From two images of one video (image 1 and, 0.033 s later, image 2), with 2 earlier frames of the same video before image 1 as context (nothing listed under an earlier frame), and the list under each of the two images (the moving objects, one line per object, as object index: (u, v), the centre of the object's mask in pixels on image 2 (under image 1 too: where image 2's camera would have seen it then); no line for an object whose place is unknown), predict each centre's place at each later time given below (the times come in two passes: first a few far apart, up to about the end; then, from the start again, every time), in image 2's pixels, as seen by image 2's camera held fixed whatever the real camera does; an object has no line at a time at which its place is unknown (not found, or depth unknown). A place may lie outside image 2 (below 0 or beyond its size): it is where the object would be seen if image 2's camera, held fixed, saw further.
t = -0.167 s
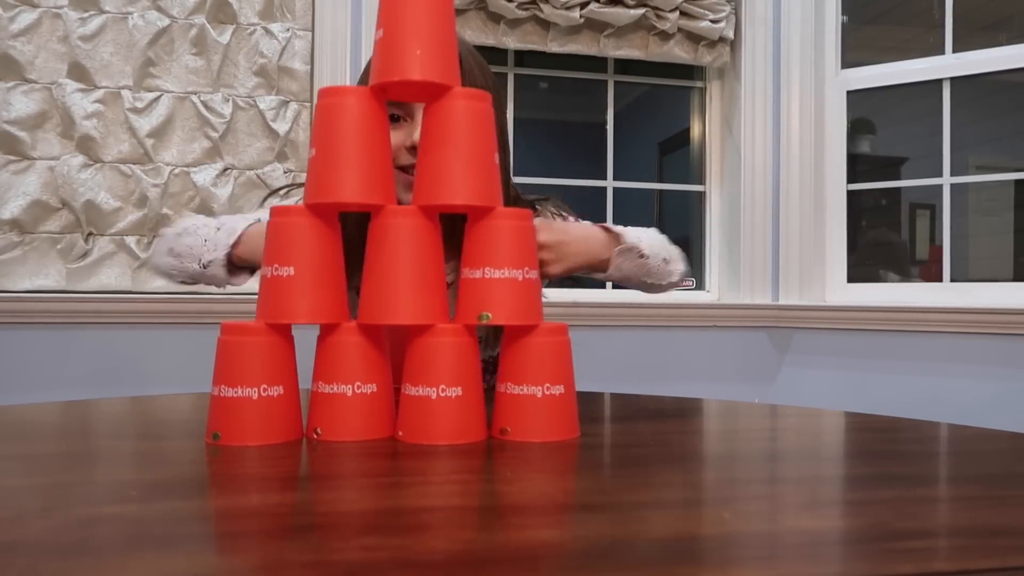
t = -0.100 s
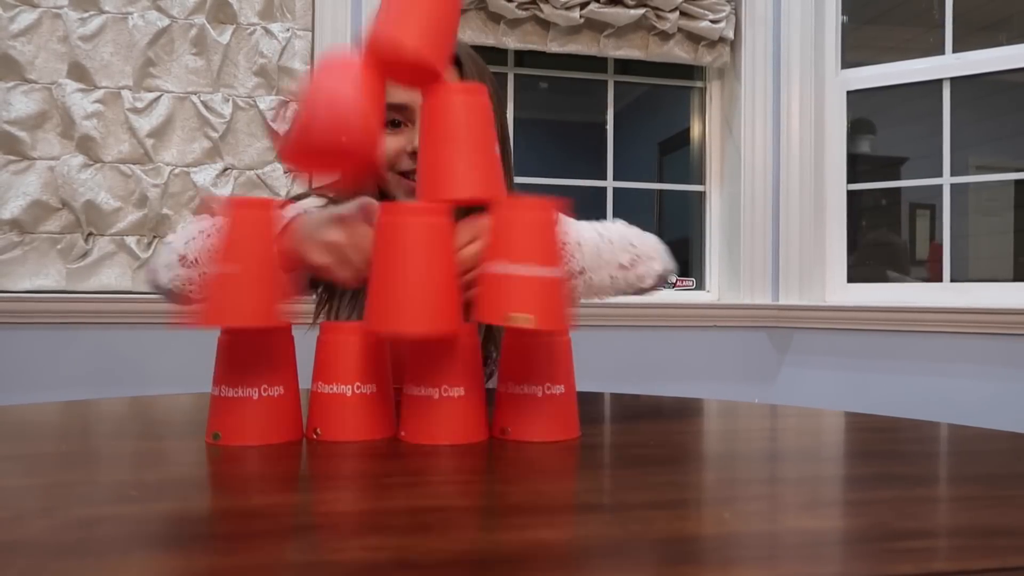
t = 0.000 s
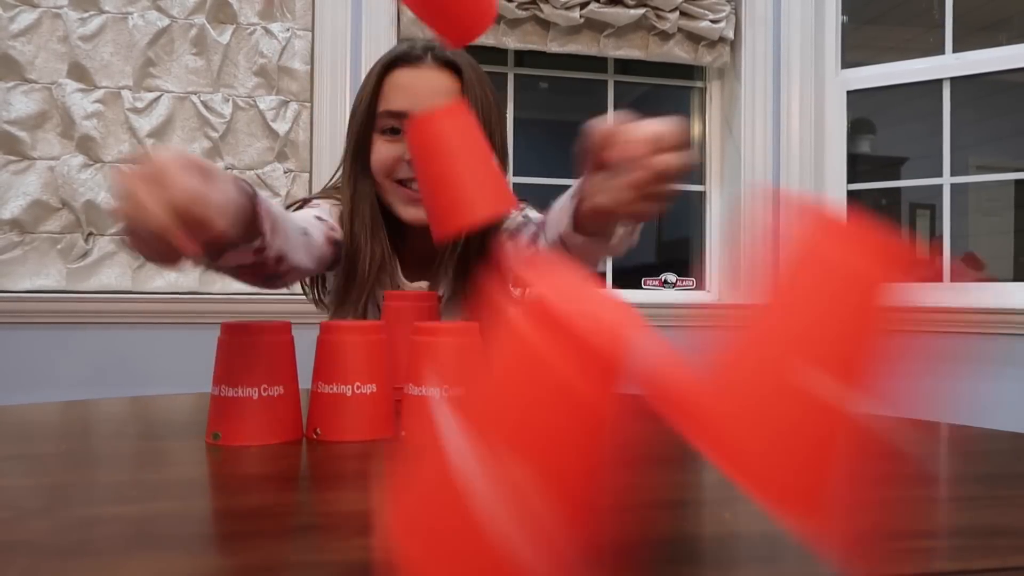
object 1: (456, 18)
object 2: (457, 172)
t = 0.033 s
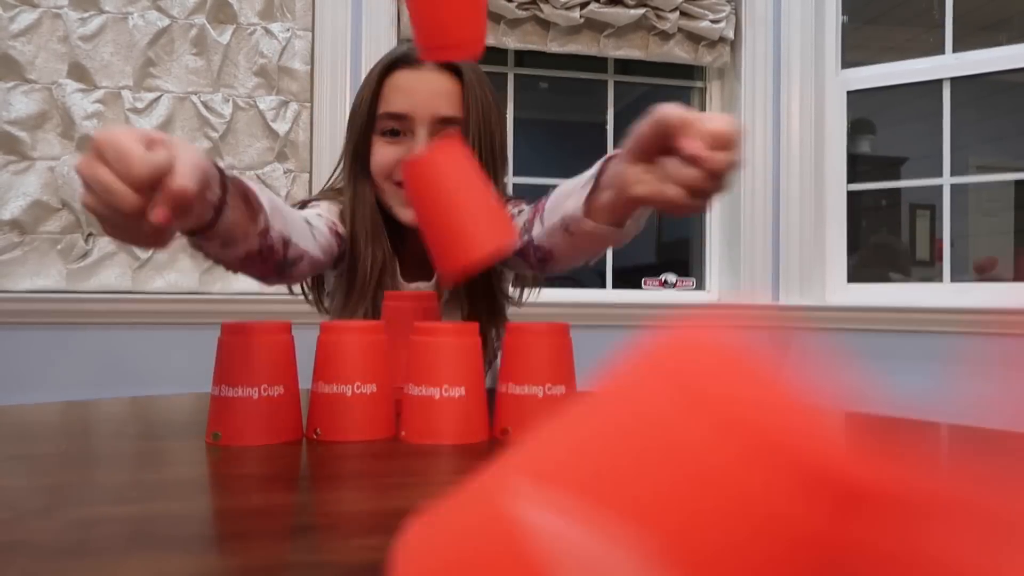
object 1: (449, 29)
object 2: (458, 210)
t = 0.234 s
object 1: (510, 208)
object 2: (375, 268)
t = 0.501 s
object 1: (711, 311)
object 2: (167, 383)
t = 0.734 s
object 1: (830, 361)
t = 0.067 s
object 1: (450, 39)
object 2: (456, 251)
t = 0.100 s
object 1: (463, 70)
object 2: (450, 232)
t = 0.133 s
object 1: (470, 112)
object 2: (446, 243)
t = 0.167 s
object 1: (480, 137)
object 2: (420, 263)
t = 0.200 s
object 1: (491, 166)
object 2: (401, 259)
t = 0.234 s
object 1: (510, 208)
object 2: (375, 268)
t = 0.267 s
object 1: (529, 262)
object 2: (352, 282)
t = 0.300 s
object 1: (552, 329)
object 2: (332, 297)
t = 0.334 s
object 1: (591, 369)
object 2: (309, 331)
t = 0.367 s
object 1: (608, 366)
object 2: (270, 386)
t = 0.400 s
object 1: (646, 375)
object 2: (252, 402)
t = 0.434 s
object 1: (673, 374)
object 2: (229, 382)
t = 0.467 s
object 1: (692, 337)
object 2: (201, 376)
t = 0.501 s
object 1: (711, 311)
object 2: (167, 383)
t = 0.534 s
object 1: (728, 300)
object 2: (130, 405)
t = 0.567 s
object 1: (745, 304)
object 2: (93, 409)
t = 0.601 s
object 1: (766, 324)
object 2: (60, 408)
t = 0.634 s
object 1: (787, 363)
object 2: (38, 406)
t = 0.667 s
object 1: (802, 387)
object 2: (16, 411)
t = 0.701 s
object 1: (817, 383)
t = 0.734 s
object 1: (830, 361)
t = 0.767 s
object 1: (843, 353)
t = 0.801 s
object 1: (856, 357)
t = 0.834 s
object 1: (870, 378)
